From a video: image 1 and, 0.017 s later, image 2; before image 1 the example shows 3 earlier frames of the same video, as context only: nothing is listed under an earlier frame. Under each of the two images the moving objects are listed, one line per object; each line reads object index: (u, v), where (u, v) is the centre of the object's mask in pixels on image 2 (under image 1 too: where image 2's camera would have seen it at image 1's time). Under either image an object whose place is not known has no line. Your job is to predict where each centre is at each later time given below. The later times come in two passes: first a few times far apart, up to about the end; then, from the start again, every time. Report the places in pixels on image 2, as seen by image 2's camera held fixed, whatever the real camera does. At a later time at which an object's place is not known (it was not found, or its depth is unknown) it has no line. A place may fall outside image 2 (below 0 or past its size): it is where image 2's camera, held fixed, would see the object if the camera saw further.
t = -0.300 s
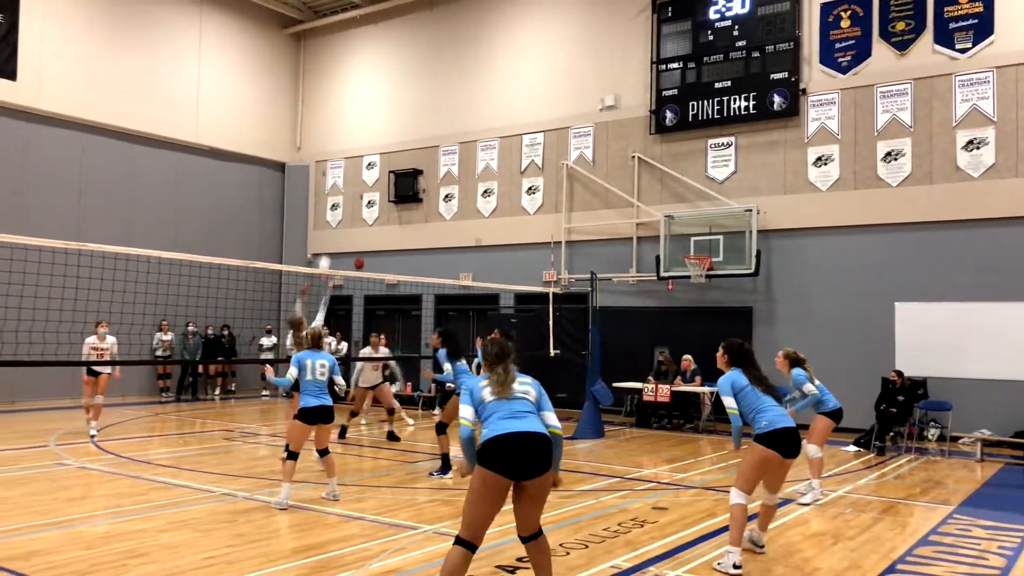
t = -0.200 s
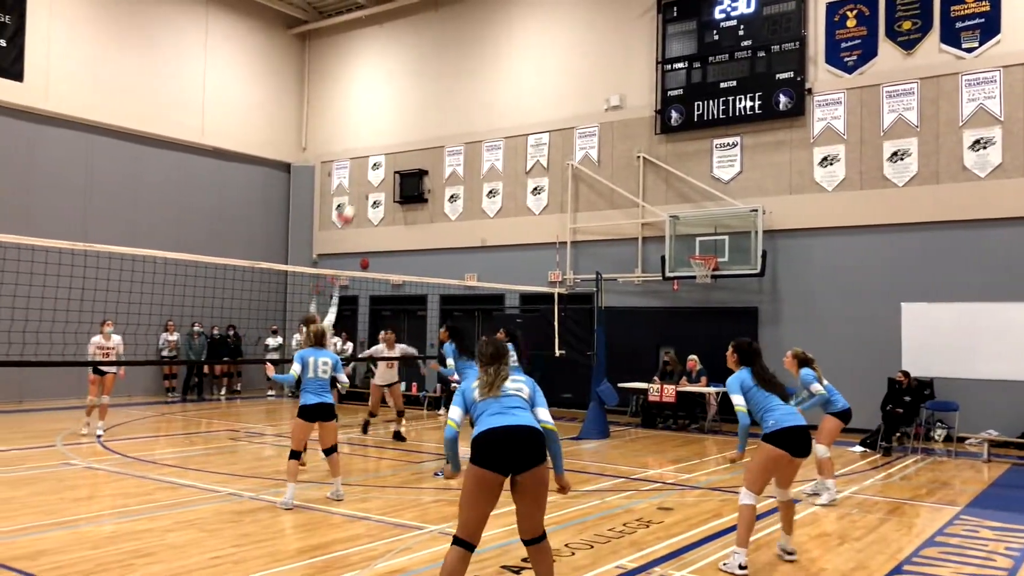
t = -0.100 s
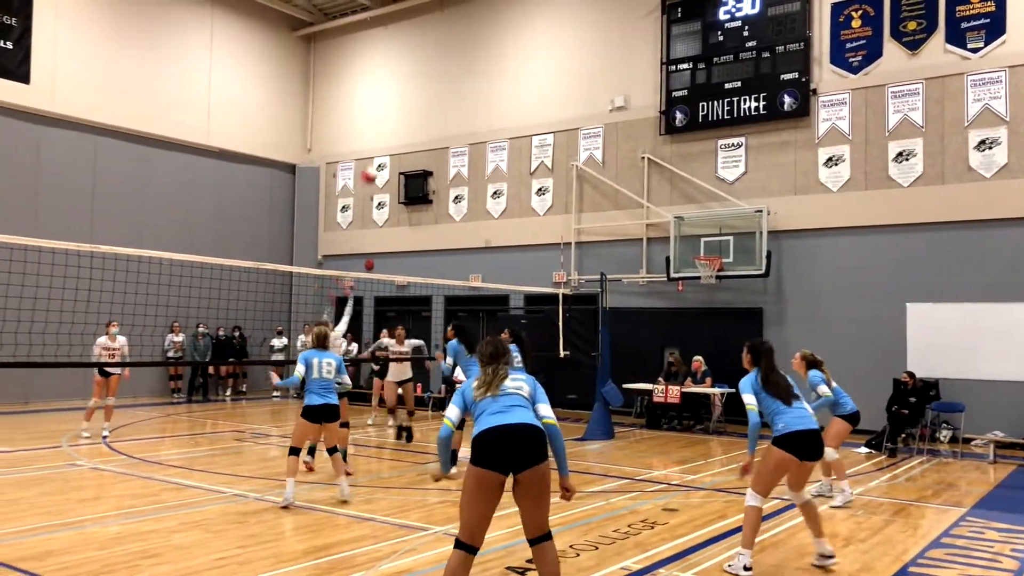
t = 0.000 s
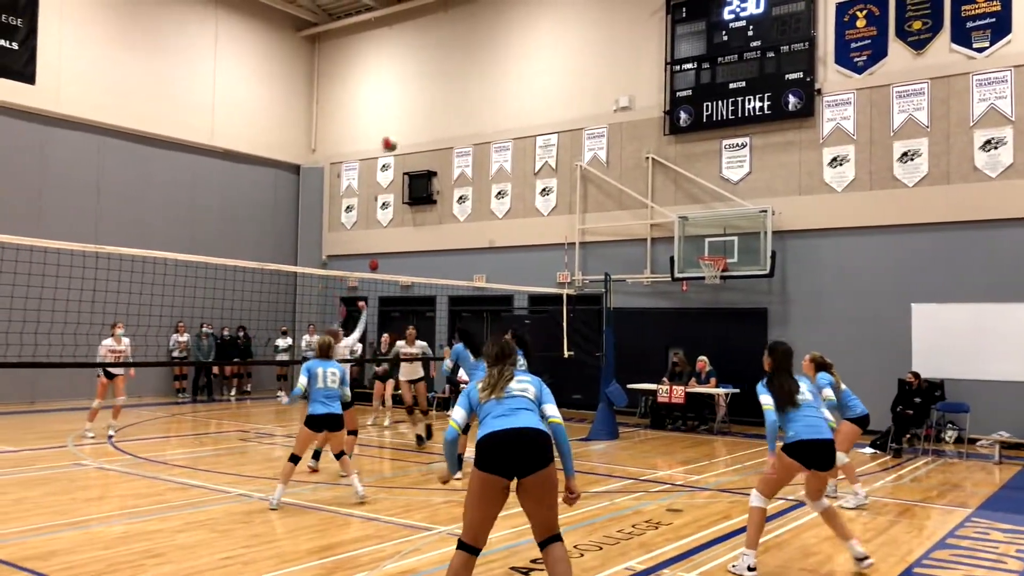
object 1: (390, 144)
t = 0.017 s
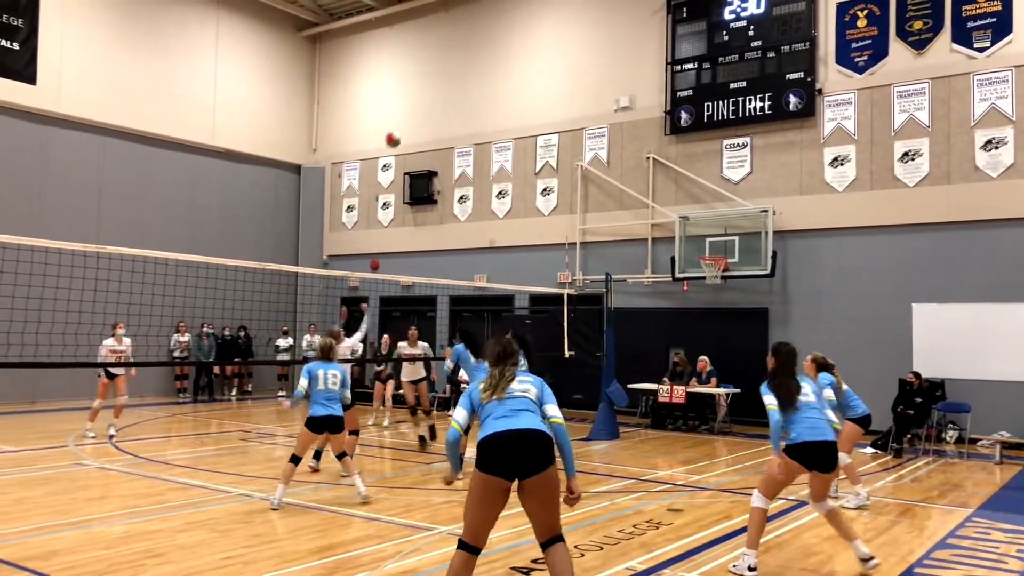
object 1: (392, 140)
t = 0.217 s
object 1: (422, 103)
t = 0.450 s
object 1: (454, 100)
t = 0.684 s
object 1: (481, 134)
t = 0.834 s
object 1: (497, 174)
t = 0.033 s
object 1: (395, 135)
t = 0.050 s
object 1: (398, 131)
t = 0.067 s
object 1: (401, 127)
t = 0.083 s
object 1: (403, 123)
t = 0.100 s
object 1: (405, 120)
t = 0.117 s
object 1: (408, 117)
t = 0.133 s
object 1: (410, 114)
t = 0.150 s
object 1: (413, 111)
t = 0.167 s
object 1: (415, 109)
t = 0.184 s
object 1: (418, 107)
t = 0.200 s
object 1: (420, 105)
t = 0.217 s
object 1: (422, 103)
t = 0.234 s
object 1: (425, 101)
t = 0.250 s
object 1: (427, 100)
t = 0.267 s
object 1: (430, 99)
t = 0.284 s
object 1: (432, 98)
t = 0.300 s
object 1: (434, 98)
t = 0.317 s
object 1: (437, 97)
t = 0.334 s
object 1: (439, 97)
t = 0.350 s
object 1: (441, 96)
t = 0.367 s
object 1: (444, 97)
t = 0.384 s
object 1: (446, 97)
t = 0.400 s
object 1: (448, 98)
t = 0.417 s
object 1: (450, 98)
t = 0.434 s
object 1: (452, 99)
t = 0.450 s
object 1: (454, 100)
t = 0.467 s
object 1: (456, 101)
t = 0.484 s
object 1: (458, 103)
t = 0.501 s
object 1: (460, 105)
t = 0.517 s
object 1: (461, 106)
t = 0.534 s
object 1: (464, 109)
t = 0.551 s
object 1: (466, 111)
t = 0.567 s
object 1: (468, 113)
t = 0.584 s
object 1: (470, 116)
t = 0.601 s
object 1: (472, 118)
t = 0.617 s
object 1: (473, 121)
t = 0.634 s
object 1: (475, 124)
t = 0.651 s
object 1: (477, 128)
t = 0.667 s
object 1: (479, 130)
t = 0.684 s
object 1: (481, 134)
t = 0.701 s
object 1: (482, 137)
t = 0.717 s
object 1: (484, 141)
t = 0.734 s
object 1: (486, 145)
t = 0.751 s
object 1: (488, 150)
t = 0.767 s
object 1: (490, 154)
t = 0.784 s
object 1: (491, 159)
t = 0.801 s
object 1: (493, 164)
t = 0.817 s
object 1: (495, 169)
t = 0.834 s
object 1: (497, 174)
